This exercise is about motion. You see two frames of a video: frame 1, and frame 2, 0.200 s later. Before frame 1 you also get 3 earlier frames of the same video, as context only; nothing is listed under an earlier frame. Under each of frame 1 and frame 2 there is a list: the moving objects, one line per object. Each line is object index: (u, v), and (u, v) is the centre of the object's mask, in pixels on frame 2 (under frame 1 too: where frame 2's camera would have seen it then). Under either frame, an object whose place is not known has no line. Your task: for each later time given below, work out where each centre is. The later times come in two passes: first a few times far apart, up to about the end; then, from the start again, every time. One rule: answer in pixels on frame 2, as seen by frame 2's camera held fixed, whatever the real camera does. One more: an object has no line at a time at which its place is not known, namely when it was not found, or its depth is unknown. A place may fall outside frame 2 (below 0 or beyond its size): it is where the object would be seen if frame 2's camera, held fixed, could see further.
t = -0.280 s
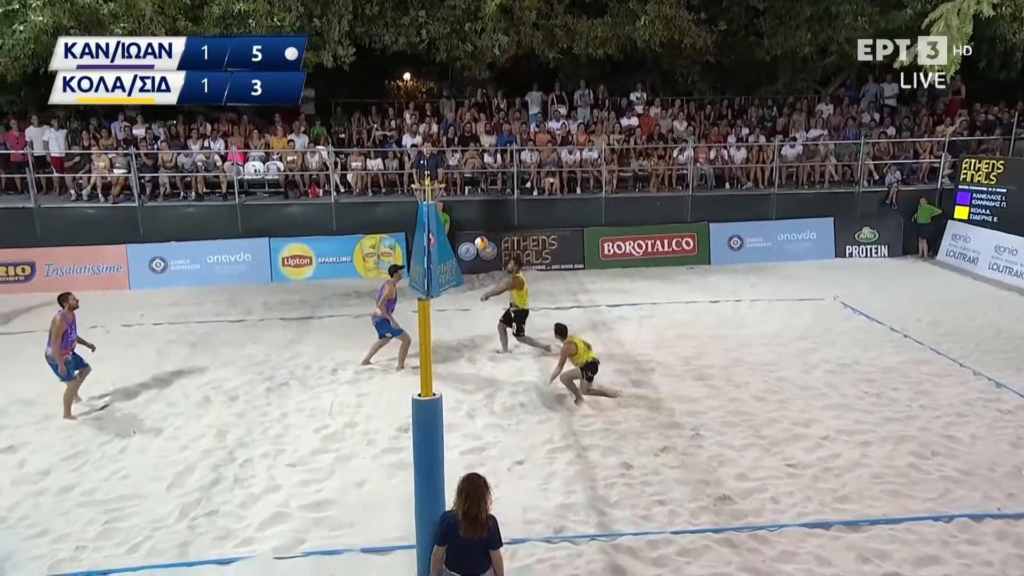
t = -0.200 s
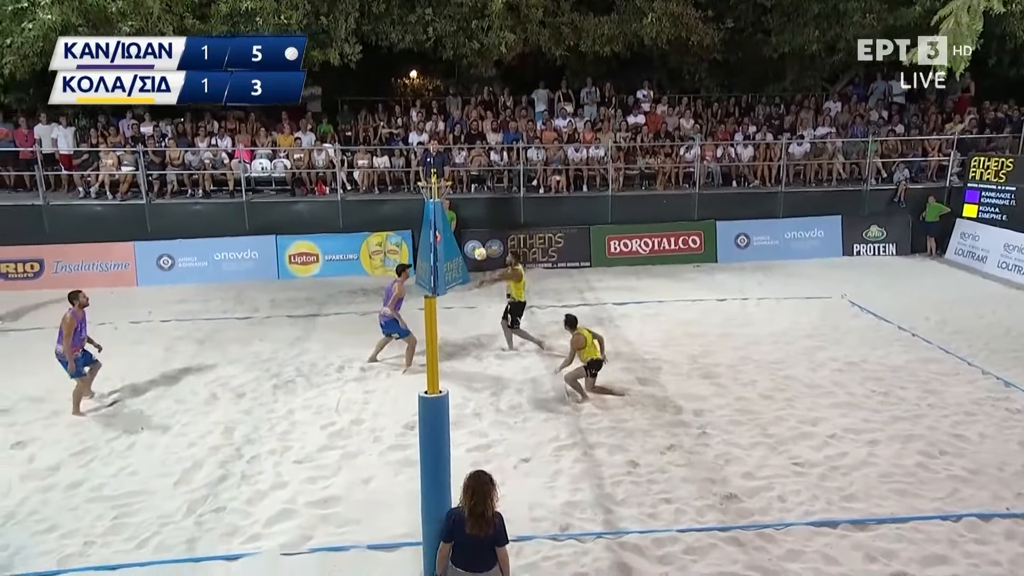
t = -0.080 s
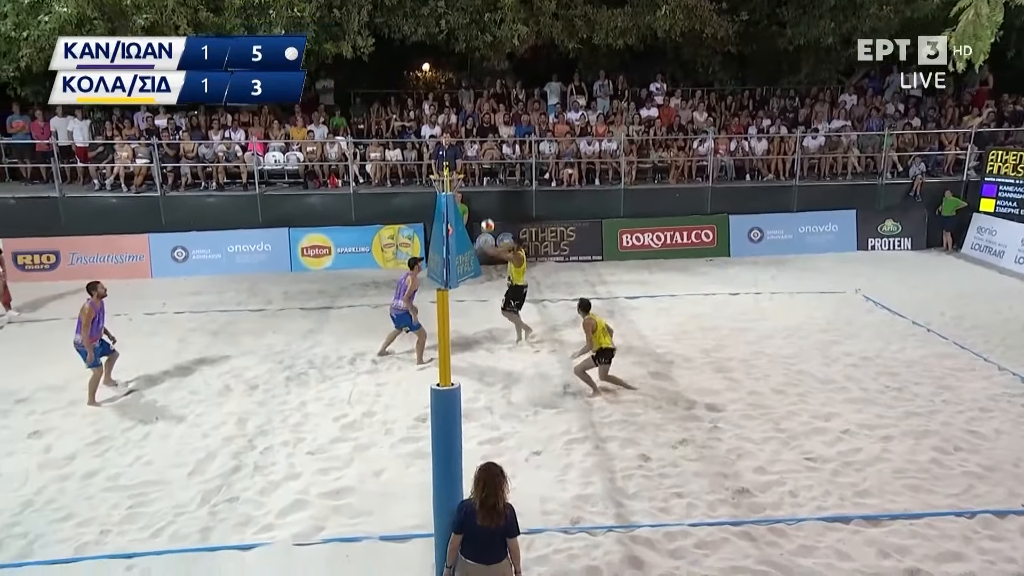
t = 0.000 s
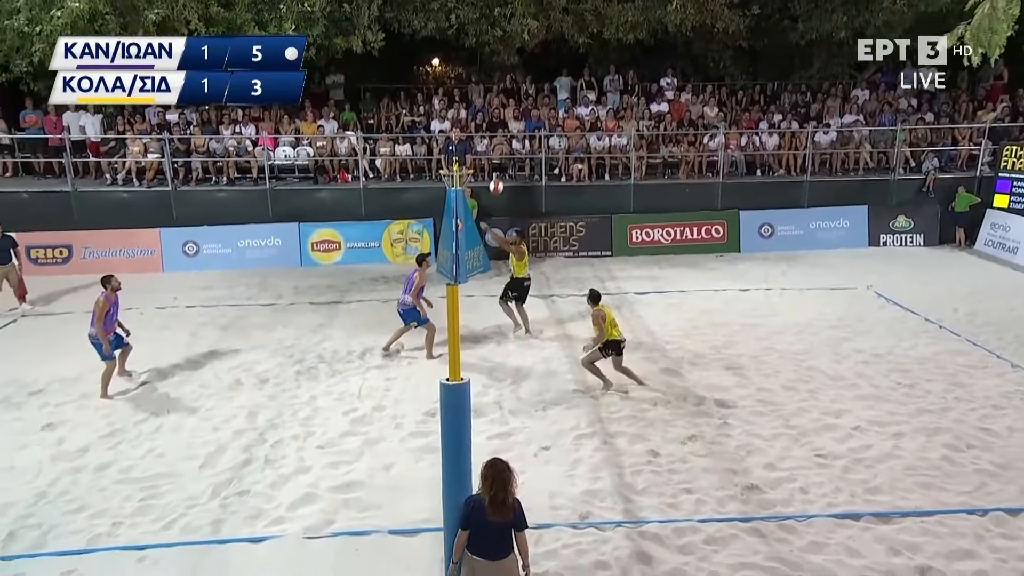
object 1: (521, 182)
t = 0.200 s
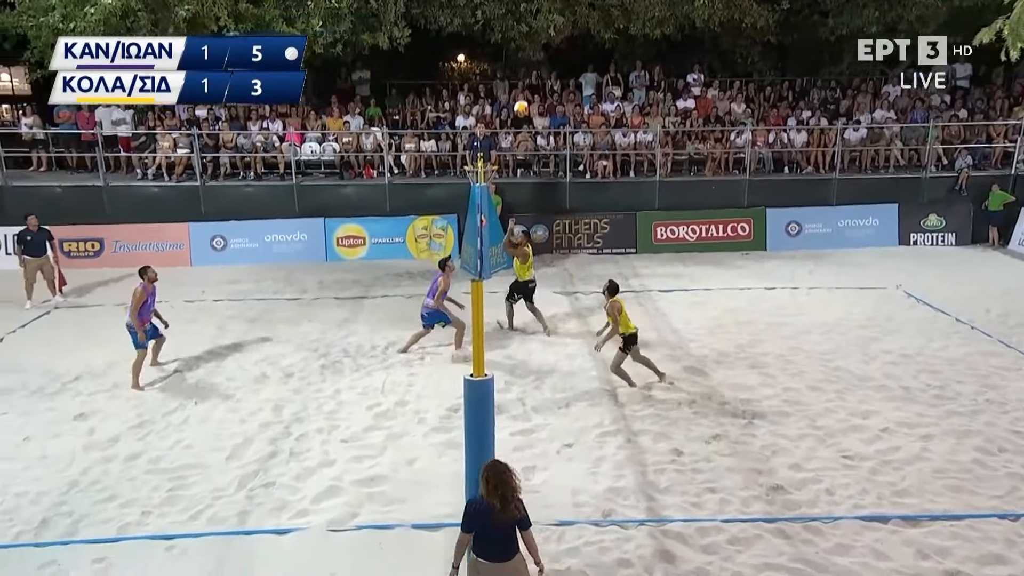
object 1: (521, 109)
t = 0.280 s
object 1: (522, 84)
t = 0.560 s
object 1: (525, 32)
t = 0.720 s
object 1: (526, 28)
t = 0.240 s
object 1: (521, 95)
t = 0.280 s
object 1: (522, 84)
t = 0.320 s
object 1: (522, 74)
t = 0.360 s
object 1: (522, 64)
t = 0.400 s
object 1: (523, 55)
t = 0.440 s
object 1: (523, 48)
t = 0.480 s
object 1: (524, 41)
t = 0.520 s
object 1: (524, 36)
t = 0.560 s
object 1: (525, 32)
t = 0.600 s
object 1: (525, 29)
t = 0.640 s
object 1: (526, 28)
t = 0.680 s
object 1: (526, 27)
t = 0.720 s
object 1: (526, 28)
